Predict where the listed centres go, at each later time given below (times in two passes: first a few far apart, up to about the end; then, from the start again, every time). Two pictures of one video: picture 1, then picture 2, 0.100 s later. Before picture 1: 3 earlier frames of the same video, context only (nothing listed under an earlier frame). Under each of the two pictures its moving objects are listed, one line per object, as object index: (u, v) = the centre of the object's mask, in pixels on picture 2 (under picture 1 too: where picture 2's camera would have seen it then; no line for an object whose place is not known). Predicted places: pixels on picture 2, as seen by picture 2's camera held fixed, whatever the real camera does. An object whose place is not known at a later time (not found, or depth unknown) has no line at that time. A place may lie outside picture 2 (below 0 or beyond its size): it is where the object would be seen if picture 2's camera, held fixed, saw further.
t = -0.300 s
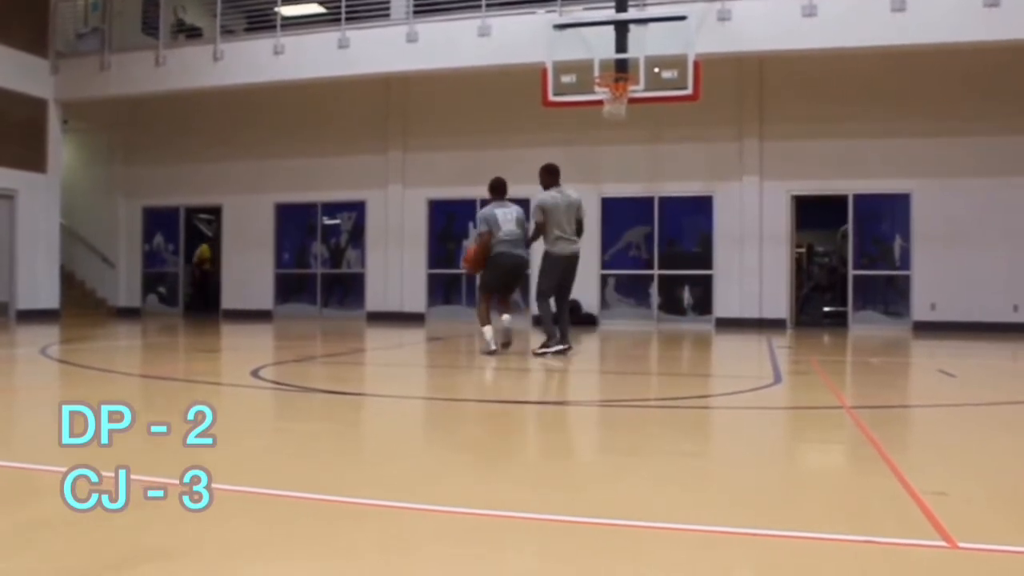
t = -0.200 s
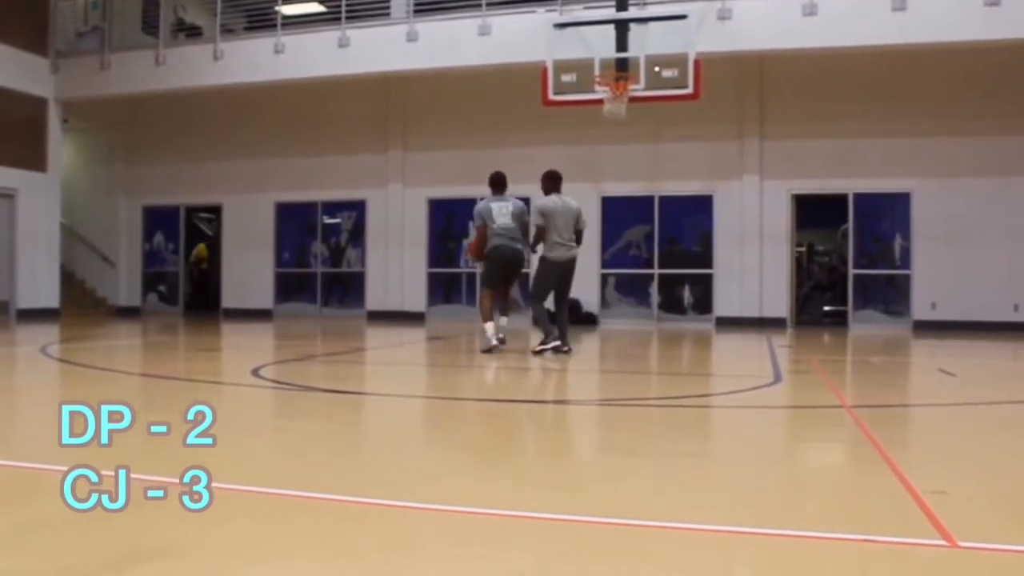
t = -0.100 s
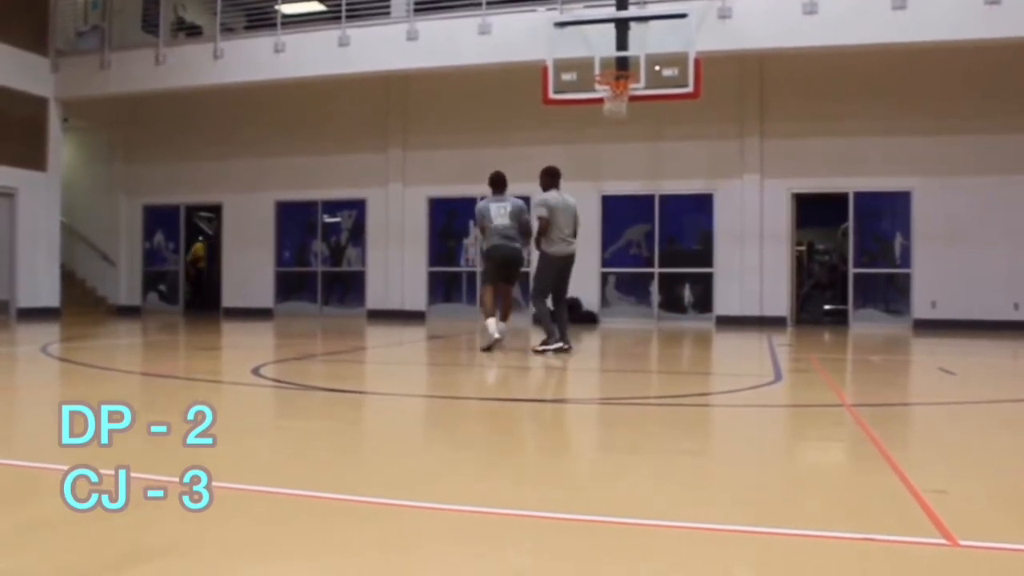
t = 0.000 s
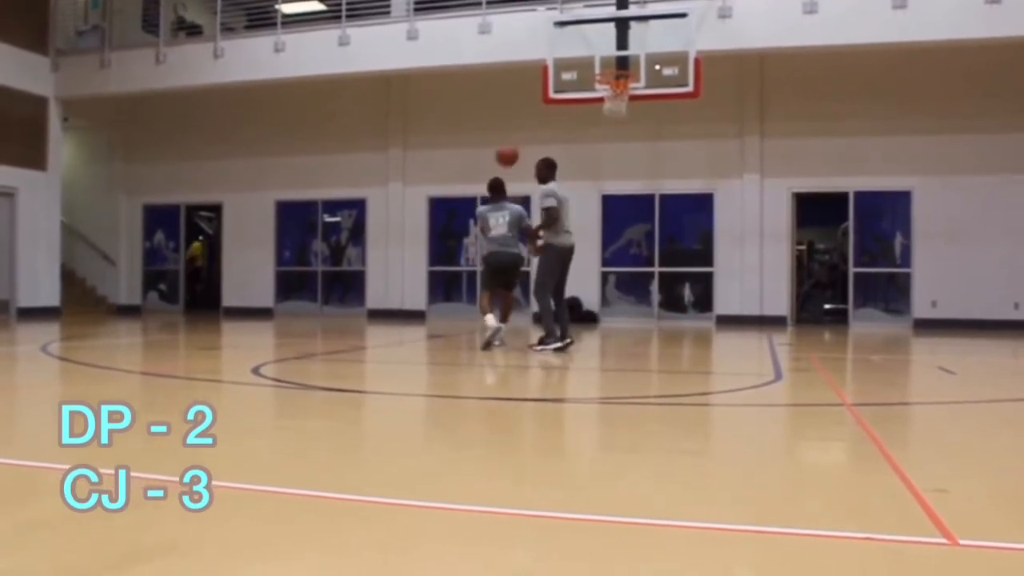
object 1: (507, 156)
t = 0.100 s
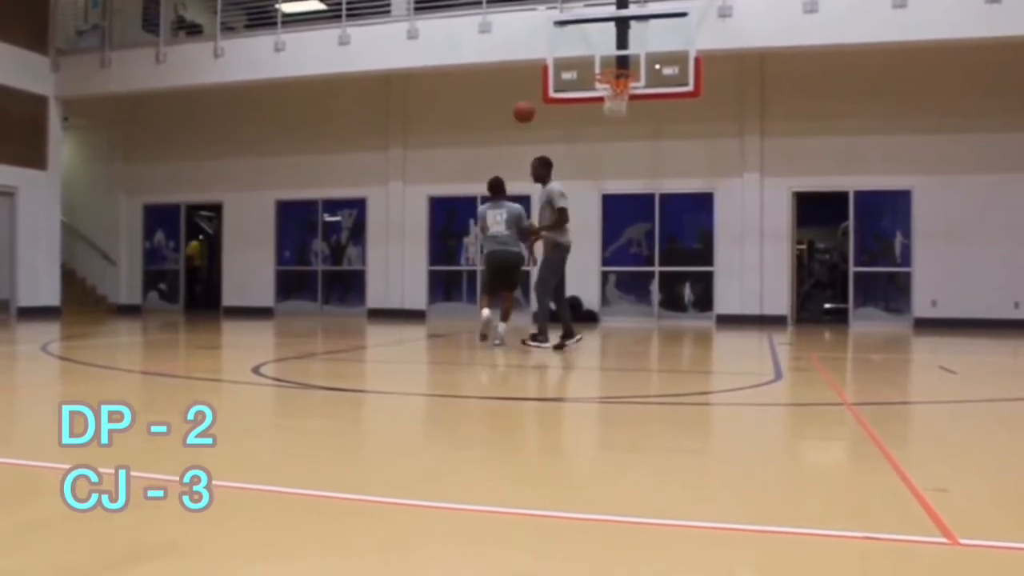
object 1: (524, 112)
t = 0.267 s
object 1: (547, 69)
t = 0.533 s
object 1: (564, 26)
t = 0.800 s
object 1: (564, 13)
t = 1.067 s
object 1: (564, 63)
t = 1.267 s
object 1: (564, 157)
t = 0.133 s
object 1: (528, 101)
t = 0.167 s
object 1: (533, 91)
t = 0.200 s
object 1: (537, 84)
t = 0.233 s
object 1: (542, 74)
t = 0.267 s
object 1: (547, 69)
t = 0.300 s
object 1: (552, 64)
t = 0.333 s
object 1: (556, 59)
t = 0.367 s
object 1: (560, 56)
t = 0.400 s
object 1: (564, 54)
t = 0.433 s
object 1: (564, 46)
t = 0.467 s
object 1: (563, 39)
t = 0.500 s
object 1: (564, 32)
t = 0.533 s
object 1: (564, 26)
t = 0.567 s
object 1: (564, 22)
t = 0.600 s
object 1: (564, 18)
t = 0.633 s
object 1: (564, 15)
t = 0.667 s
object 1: (564, 14)
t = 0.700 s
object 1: (564, 12)
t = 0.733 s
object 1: (564, 12)
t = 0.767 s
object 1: (564, 12)
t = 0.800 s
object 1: (564, 13)
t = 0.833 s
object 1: (564, 15)
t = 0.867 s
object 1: (564, 18)
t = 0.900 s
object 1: (564, 22)
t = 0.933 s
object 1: (564, 28)
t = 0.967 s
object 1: (564, 35)
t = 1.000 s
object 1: (564, 43)
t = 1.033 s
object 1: (564, 52)
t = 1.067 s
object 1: (564, 63)
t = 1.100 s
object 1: (564, 75)
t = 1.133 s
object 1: (564, 87)
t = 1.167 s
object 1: (564, 103)
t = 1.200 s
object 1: (564, 122)
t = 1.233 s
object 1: (564, 137)
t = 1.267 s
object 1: (564, 157)
